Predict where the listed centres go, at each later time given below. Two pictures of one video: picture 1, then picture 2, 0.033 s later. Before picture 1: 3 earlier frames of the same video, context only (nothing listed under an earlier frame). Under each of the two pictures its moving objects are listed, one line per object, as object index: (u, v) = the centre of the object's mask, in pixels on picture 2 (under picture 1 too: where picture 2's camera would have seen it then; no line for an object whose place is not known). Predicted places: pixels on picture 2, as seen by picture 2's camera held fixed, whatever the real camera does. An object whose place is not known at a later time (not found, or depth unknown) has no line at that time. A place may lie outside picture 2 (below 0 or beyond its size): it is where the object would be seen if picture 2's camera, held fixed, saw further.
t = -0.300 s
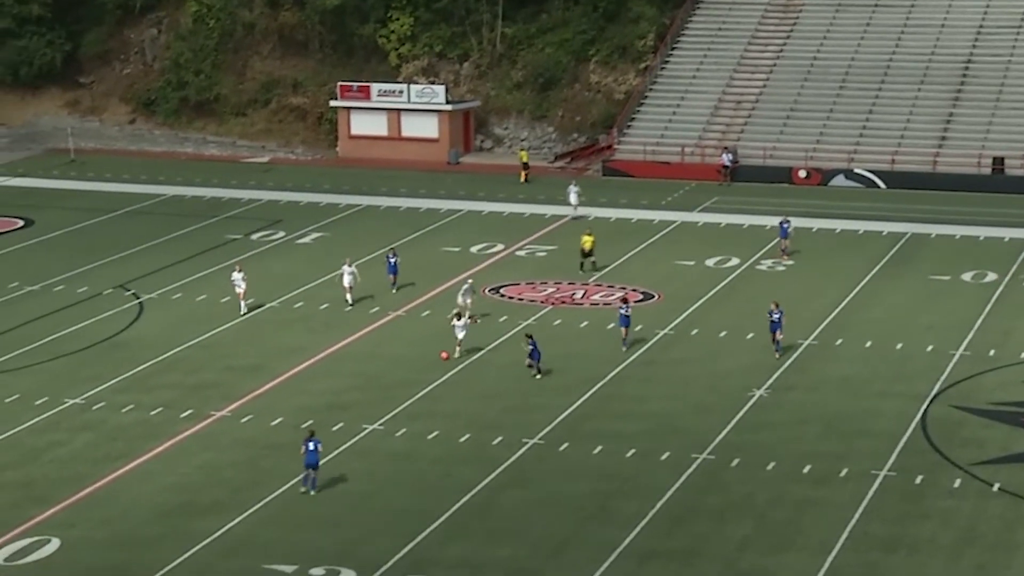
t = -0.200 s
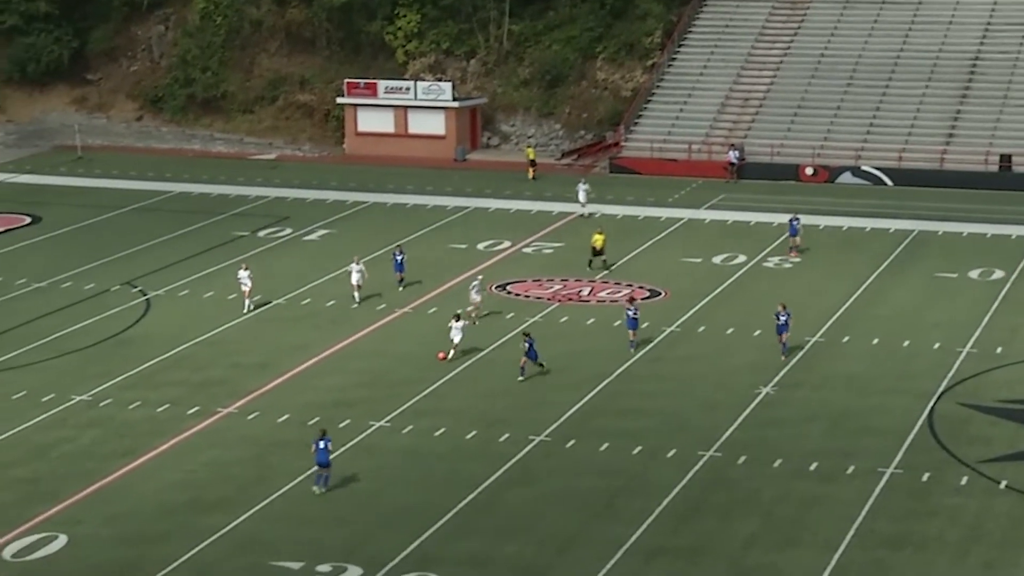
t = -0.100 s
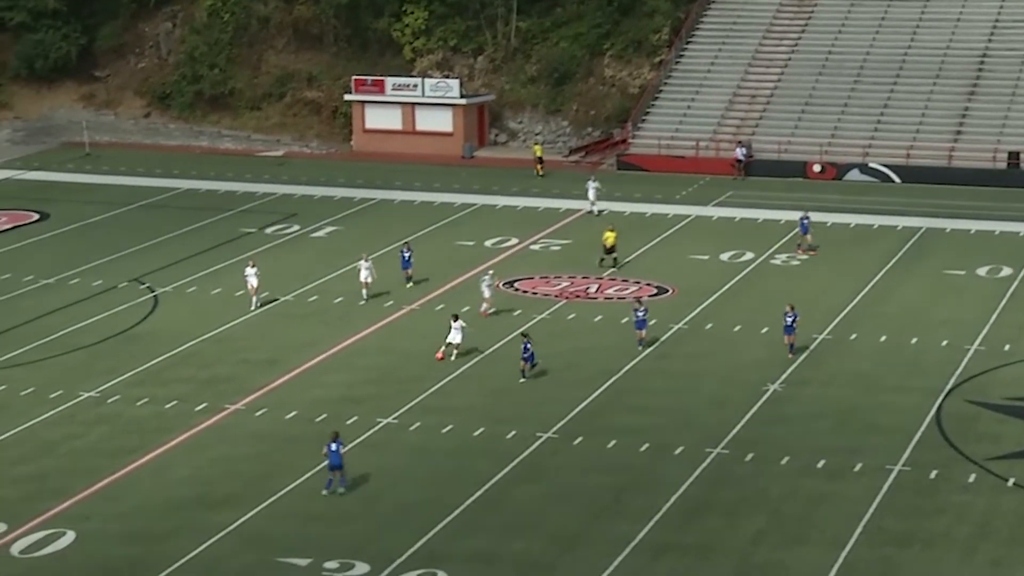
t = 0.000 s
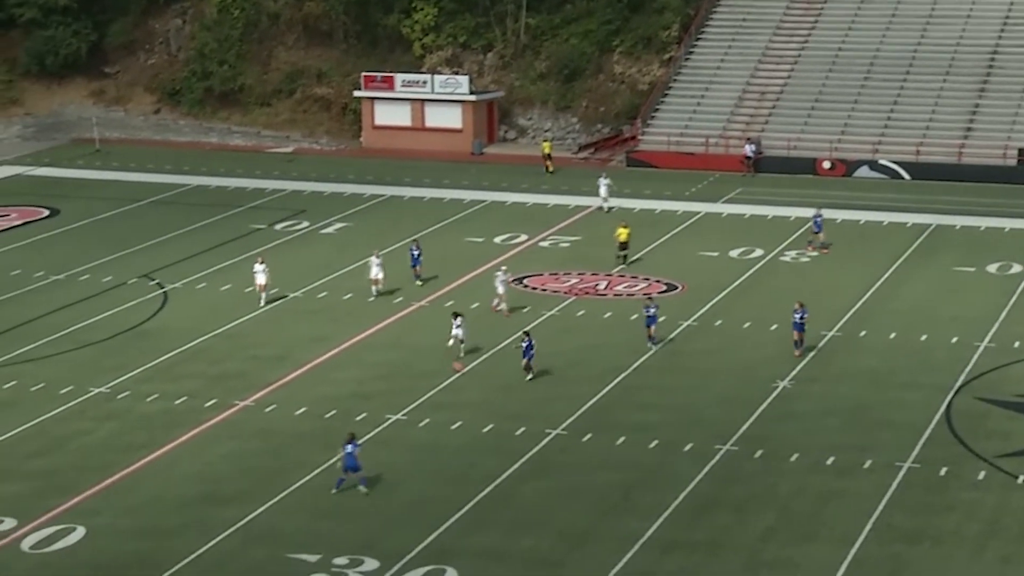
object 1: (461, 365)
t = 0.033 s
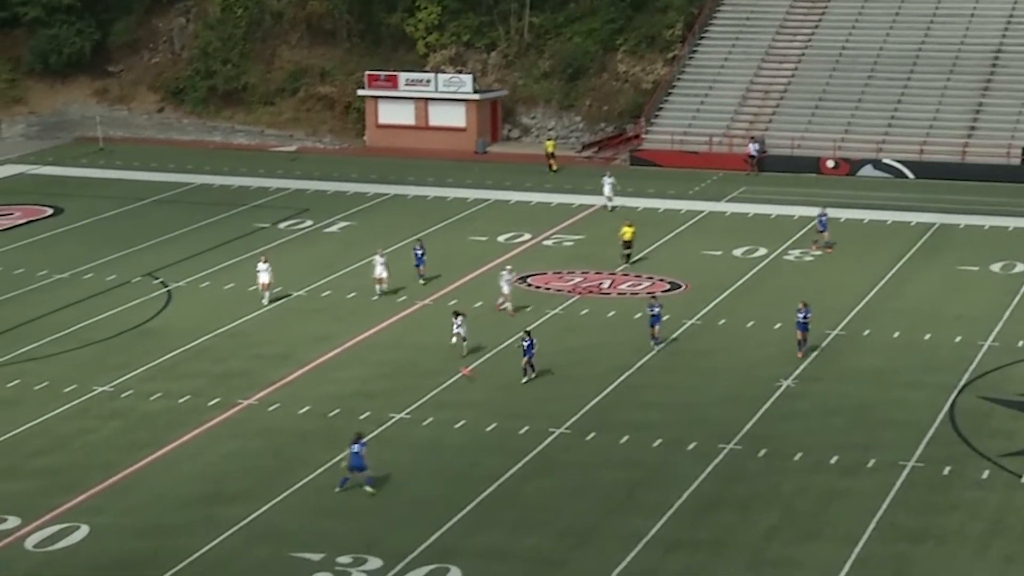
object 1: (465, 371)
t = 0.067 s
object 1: (471, 379)
